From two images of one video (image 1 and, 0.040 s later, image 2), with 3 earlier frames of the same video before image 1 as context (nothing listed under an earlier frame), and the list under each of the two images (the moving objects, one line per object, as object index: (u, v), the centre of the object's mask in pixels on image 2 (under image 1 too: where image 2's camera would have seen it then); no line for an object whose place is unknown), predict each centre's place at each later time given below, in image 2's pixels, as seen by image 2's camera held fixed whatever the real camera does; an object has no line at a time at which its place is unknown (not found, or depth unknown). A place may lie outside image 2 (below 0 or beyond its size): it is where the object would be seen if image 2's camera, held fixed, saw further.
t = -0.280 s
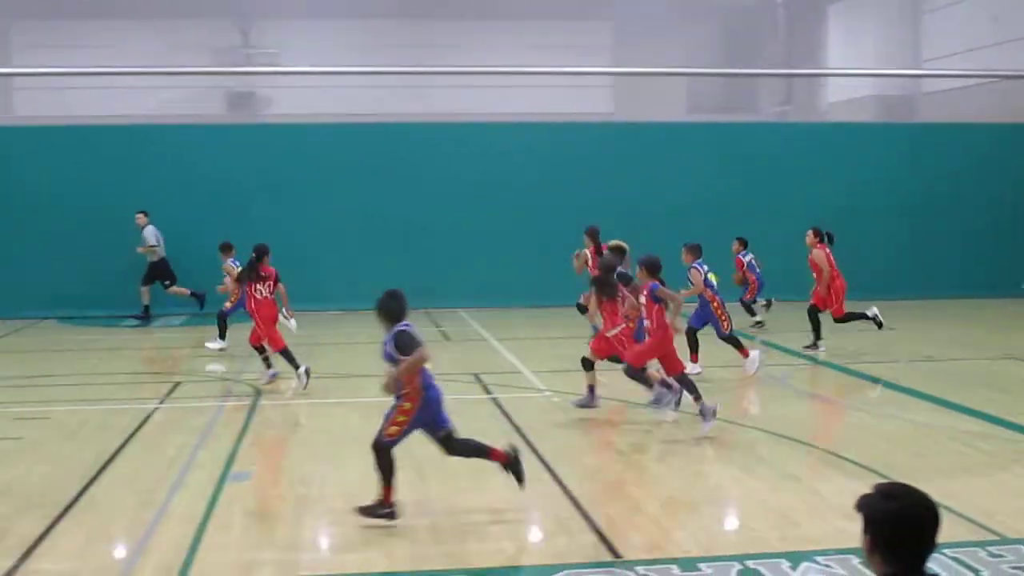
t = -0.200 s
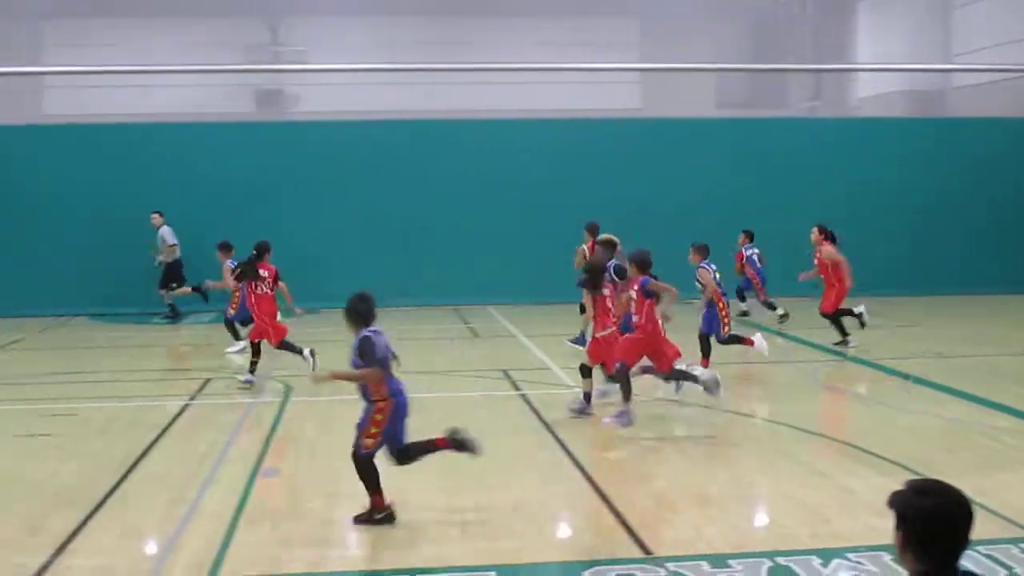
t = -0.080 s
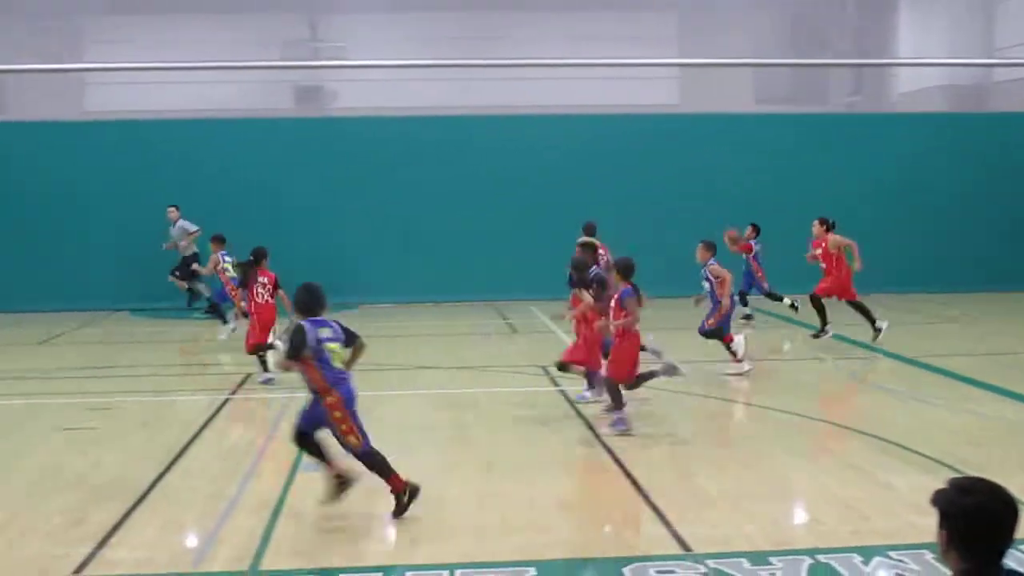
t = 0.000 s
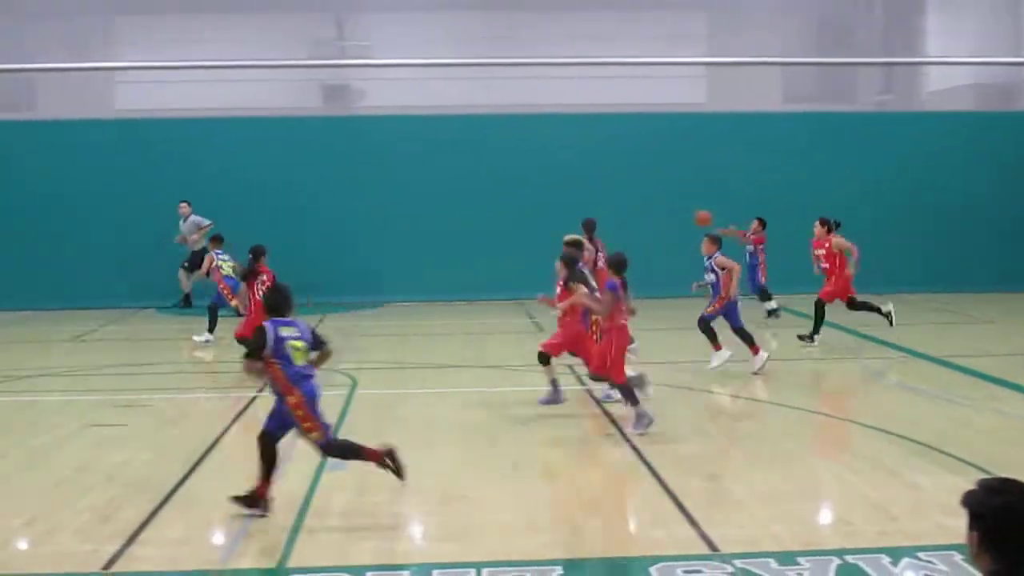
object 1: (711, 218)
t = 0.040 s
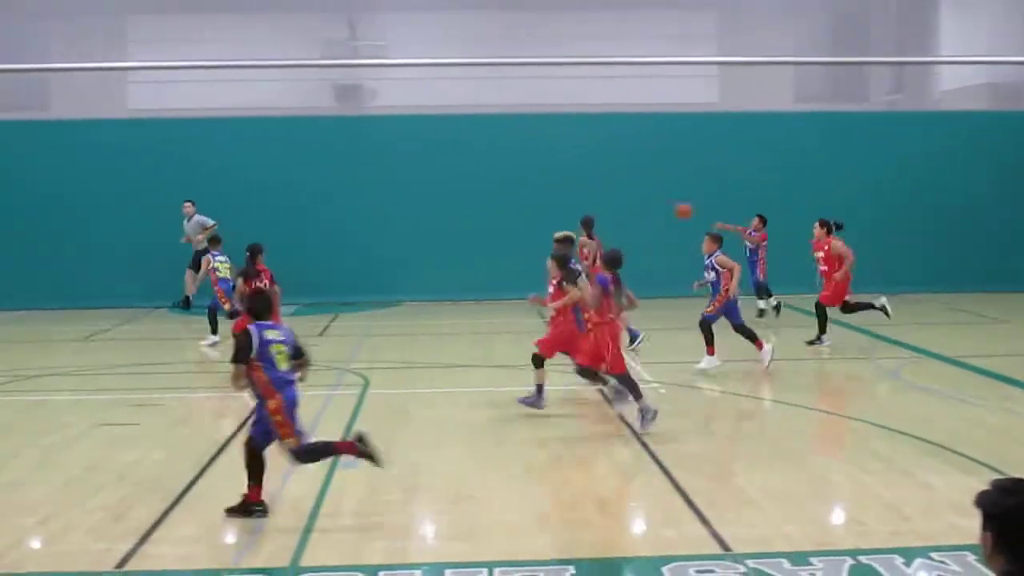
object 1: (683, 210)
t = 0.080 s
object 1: (654, 204)
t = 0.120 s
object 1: (627, 199)
